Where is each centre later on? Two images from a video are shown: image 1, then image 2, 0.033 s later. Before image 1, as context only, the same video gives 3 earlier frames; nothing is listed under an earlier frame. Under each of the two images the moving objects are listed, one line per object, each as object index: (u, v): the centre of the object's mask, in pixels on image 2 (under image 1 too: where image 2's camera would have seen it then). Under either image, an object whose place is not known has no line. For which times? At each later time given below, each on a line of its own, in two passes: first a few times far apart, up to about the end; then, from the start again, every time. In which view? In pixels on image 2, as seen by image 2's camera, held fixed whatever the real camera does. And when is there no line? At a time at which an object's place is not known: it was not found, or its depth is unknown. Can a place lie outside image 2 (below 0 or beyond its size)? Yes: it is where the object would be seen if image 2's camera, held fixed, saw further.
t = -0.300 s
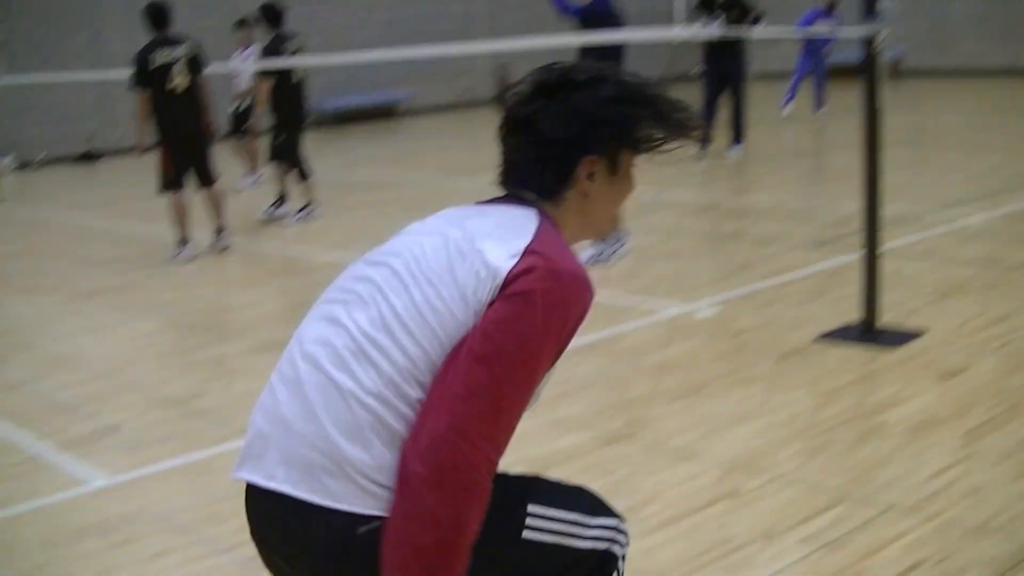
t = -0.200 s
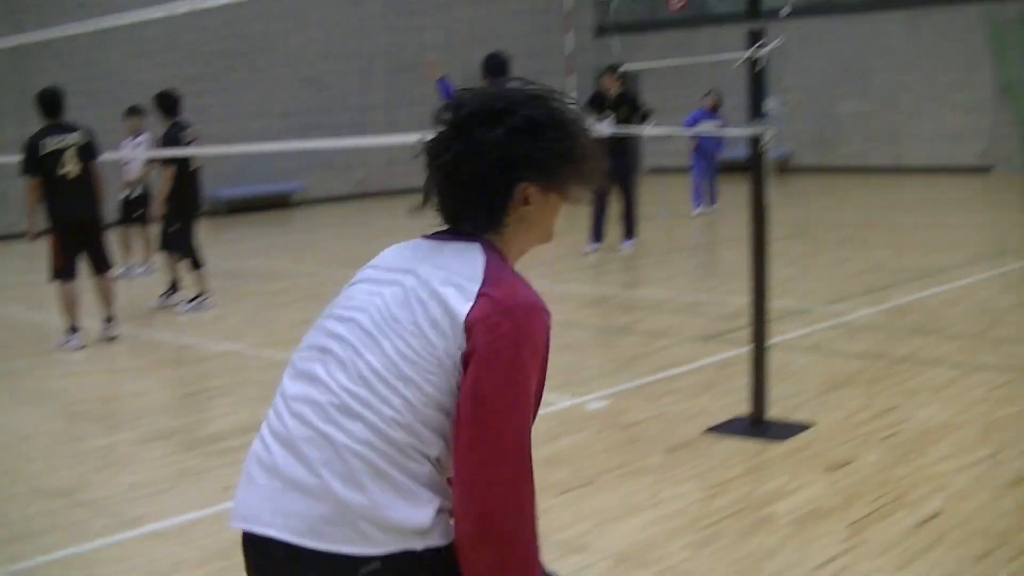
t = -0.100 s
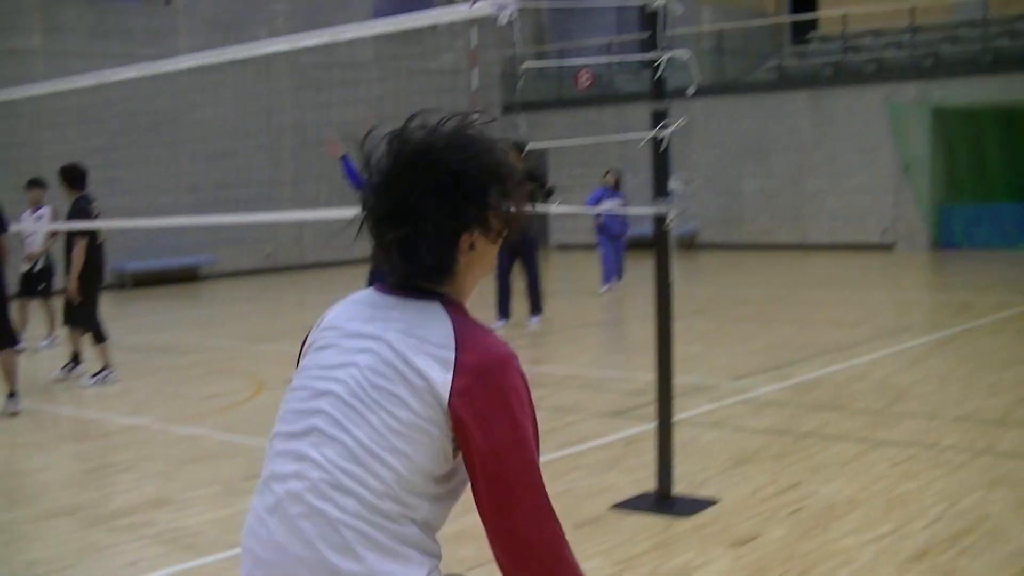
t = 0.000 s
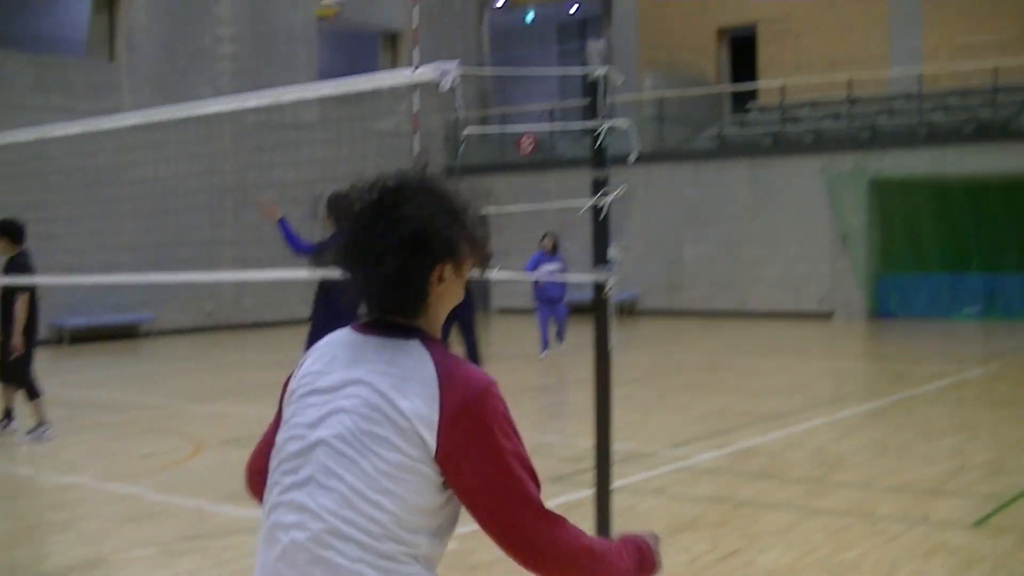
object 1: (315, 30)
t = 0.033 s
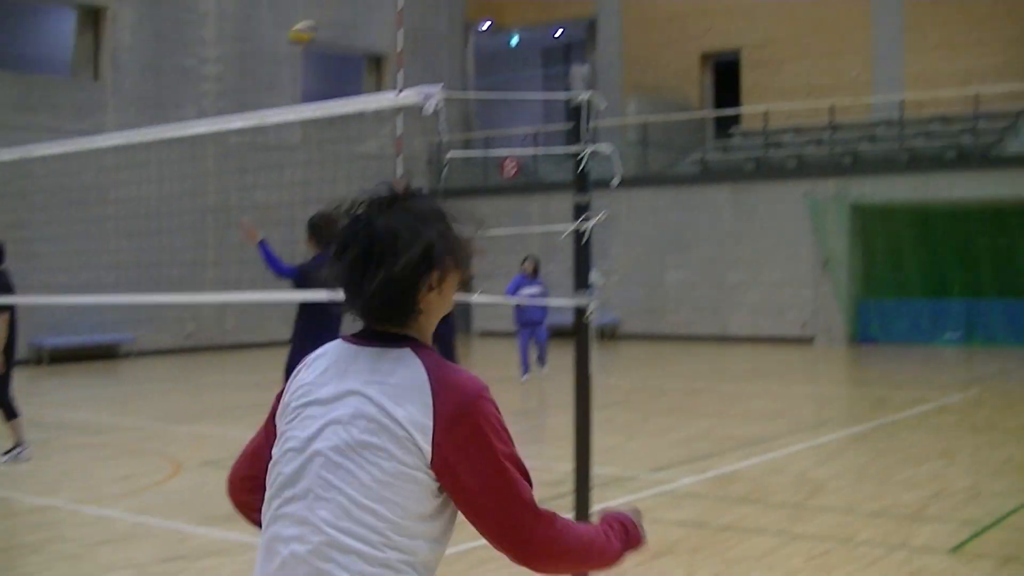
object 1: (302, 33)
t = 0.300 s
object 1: (191, 105)
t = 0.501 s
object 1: (96, 249)
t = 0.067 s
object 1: (289, 36)
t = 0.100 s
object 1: (275, 44)
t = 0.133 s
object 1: (261, 51)
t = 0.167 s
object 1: (247, 60)
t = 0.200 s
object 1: (234, 70)
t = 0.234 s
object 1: (220, 82)
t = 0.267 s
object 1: (206, 94)
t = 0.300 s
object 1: (191, 105)
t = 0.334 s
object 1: (176, 135)
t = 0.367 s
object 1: (160, 145)
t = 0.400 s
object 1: (145, 167)
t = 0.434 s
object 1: (127, 193)
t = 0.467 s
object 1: (112, 220)
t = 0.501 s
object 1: (96, 249)
